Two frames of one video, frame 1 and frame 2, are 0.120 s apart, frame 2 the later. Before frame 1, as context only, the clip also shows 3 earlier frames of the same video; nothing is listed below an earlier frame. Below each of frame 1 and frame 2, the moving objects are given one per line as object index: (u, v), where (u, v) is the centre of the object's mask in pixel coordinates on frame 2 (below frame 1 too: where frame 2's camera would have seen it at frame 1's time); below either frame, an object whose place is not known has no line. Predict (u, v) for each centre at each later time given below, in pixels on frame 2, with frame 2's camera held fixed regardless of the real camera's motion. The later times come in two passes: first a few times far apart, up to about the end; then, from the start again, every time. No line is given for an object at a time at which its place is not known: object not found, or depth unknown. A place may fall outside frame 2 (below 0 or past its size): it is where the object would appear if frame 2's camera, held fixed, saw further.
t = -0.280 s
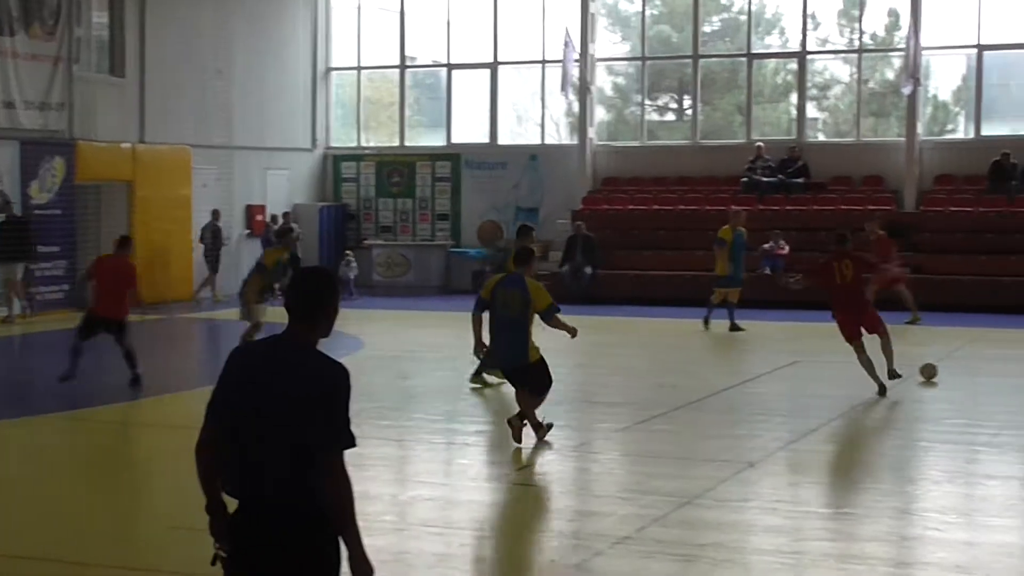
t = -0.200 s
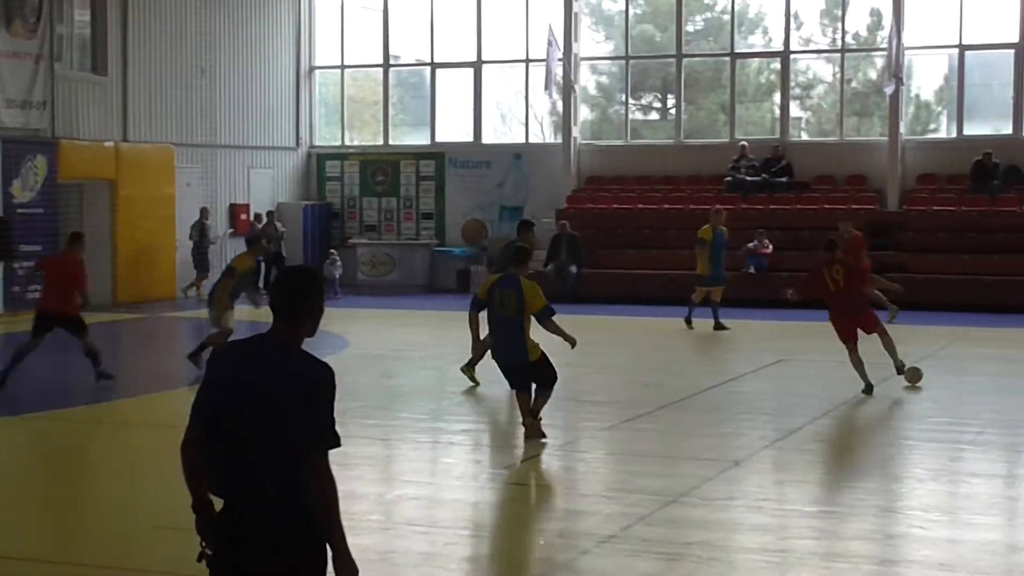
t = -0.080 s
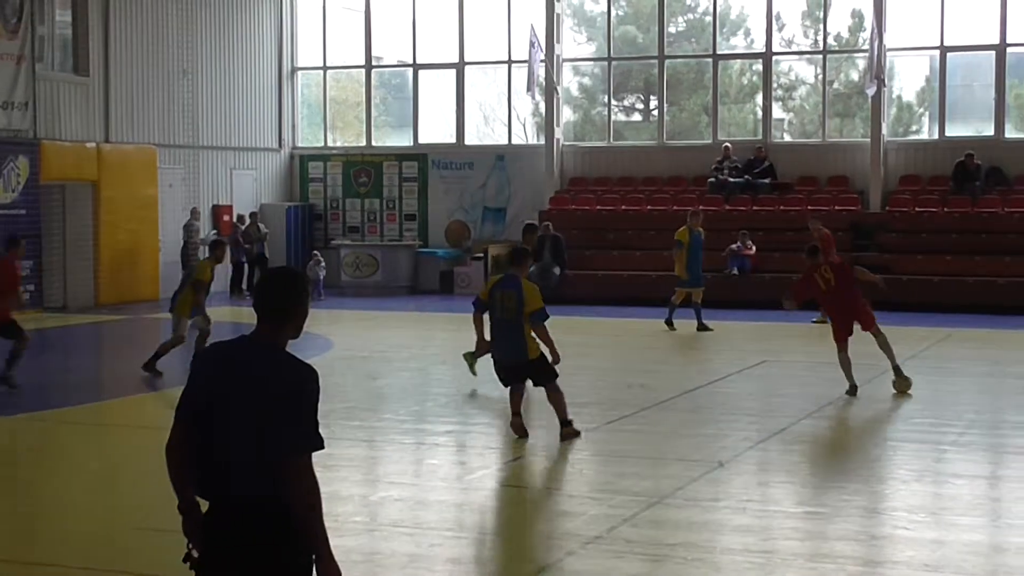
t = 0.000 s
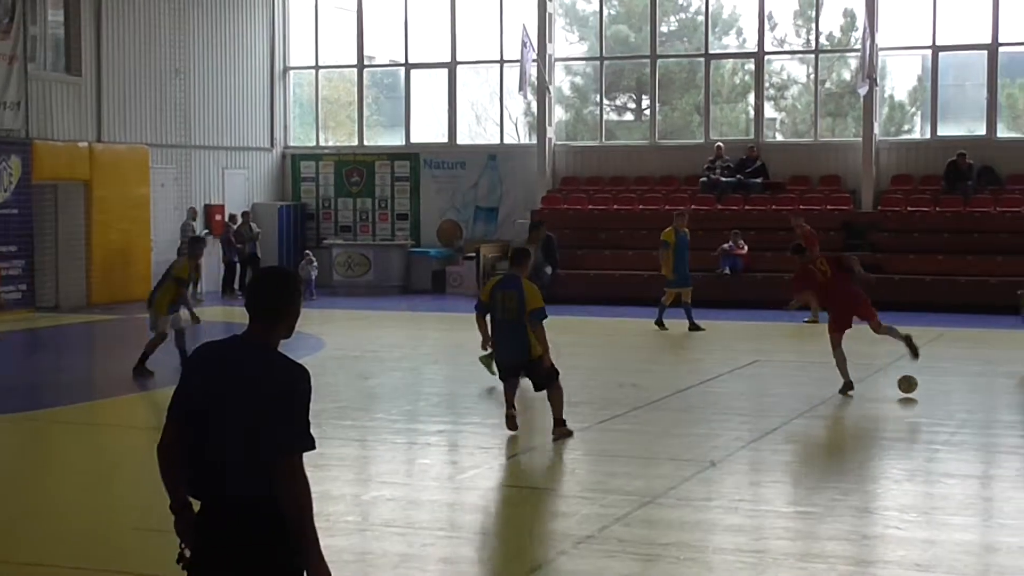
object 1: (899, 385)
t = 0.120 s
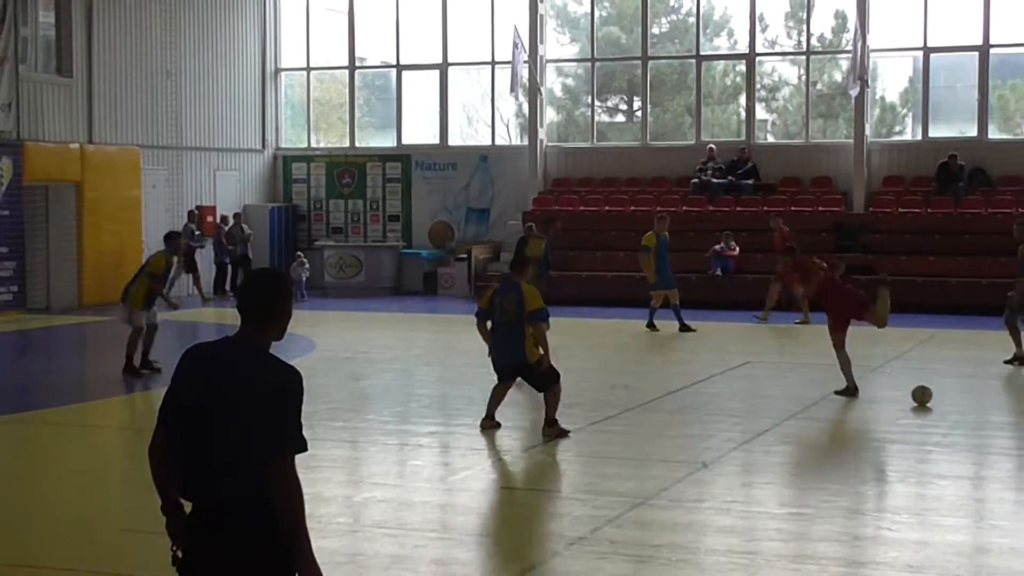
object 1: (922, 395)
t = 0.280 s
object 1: (954, 404)
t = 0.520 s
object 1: (1006, 422)
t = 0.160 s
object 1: (930, 396)
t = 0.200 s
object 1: (937, 398)
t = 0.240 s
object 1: (946, 402)
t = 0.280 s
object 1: (954, 404)
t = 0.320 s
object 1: (963, 406)
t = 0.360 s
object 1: (971, 409)
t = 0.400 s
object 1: (980, 414)
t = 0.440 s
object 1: (988, 415)
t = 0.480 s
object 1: (997, 419)
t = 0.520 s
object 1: (1006, 422)
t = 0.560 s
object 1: (1015, 423)
